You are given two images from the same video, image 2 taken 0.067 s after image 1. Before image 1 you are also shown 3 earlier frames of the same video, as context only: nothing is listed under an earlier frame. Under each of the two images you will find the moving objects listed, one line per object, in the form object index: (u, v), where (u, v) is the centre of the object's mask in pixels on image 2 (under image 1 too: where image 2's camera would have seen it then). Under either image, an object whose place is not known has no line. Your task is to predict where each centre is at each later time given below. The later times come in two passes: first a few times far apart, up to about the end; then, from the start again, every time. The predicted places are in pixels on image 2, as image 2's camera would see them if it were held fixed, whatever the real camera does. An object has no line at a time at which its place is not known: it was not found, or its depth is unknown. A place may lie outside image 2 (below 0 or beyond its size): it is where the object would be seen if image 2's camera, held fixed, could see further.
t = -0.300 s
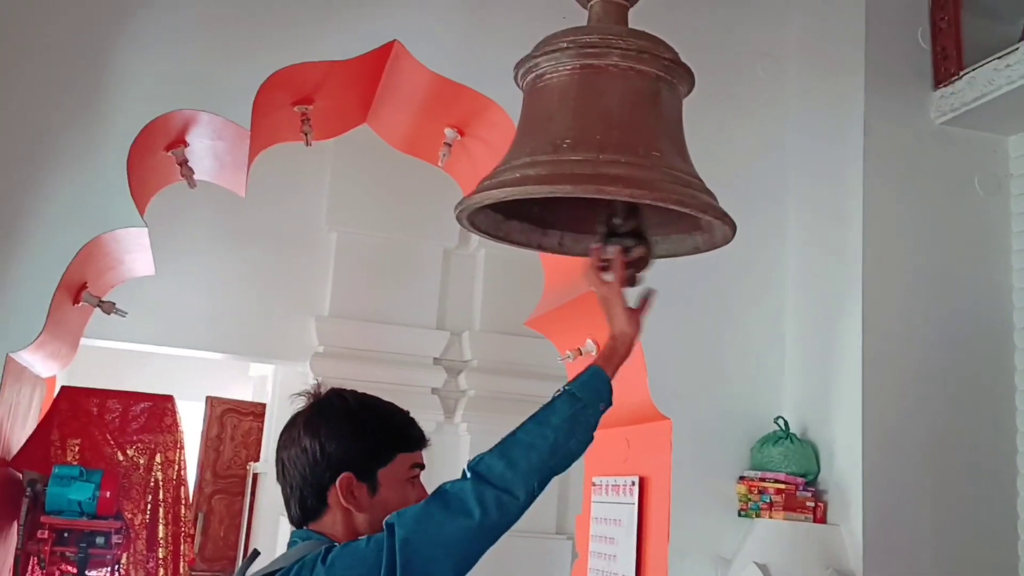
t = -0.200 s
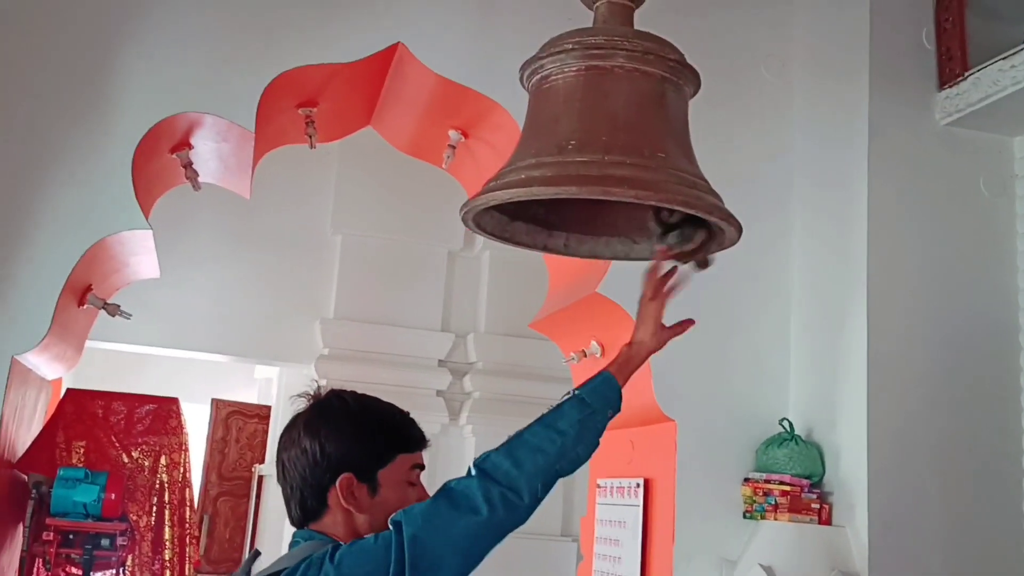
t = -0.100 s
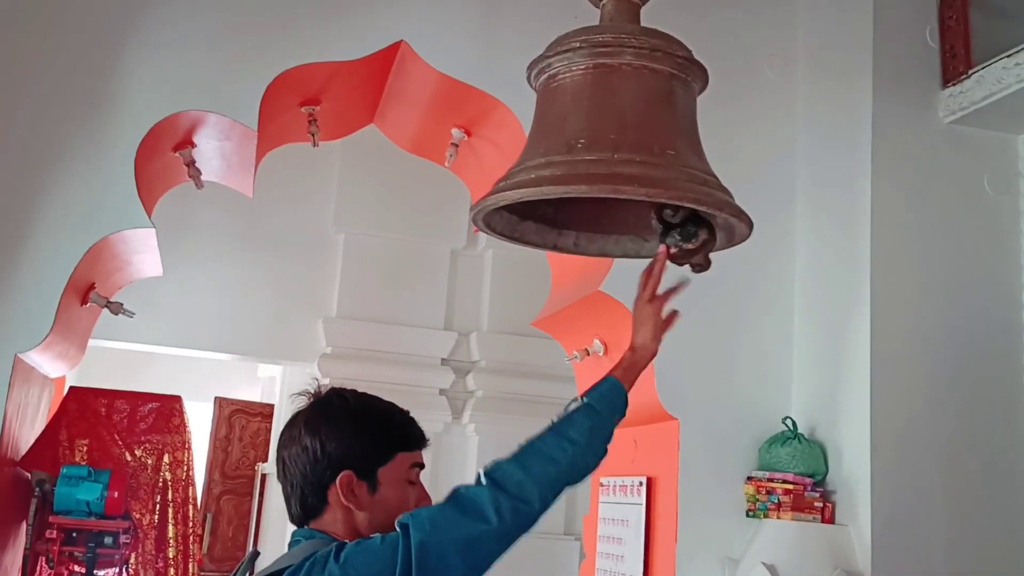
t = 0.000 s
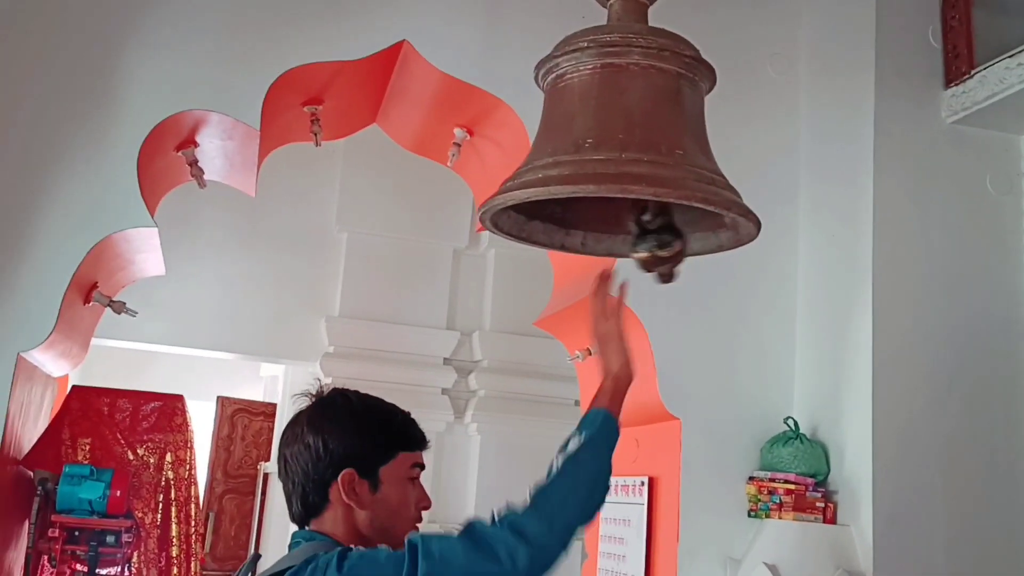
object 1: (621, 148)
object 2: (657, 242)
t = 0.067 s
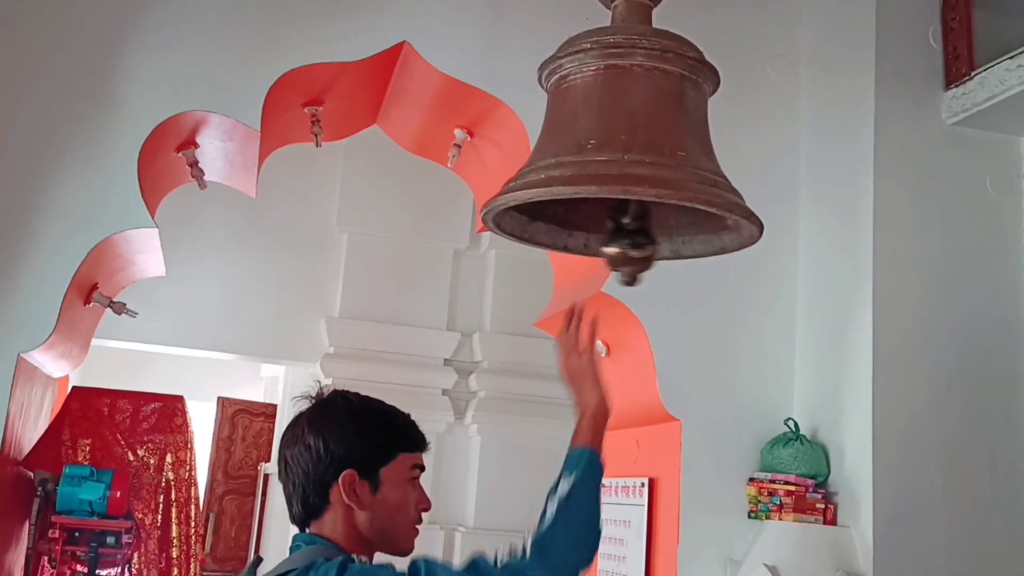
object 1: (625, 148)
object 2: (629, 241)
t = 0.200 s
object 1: (631, 147)
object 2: (580, 234)
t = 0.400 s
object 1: (627, 143)
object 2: (581, 234)
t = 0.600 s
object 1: (610, 138)
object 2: (637, 240)
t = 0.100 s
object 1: (628, 147)
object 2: (615, 240)
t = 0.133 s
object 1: (629, 148)
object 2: (602, 239)
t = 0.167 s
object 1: (630, 147)
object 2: (591, 236)
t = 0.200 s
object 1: (631, 147)
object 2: (580, 234)
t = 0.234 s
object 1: (631, 146)
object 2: (574, 233)
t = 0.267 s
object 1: (632, 146)
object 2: (570, 232)
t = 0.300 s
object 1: (631, 145)
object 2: (568, 231)
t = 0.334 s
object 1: (630, 145)
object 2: (570, 232)
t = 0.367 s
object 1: (629, 144)
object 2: (574, 233)
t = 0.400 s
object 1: (627, 143)
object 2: (581, 234)
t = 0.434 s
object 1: (625, 142)
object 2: (589, 236)
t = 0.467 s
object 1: (622, 141)
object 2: (599, 239)
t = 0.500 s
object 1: (619, 141)
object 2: (609, 240)
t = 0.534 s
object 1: (617, 140)
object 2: (620, 242)
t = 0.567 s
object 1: (613, 140)
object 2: (629, 241)
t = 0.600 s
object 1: (610, 138)
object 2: (637, 240)
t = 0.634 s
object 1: (606, 138)
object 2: (643, 239)
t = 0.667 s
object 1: (602, 137)
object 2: (647, 238)
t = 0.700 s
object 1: (598, 137)
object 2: (648, 237)
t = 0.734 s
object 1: (594, 139)
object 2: (646, 237)
